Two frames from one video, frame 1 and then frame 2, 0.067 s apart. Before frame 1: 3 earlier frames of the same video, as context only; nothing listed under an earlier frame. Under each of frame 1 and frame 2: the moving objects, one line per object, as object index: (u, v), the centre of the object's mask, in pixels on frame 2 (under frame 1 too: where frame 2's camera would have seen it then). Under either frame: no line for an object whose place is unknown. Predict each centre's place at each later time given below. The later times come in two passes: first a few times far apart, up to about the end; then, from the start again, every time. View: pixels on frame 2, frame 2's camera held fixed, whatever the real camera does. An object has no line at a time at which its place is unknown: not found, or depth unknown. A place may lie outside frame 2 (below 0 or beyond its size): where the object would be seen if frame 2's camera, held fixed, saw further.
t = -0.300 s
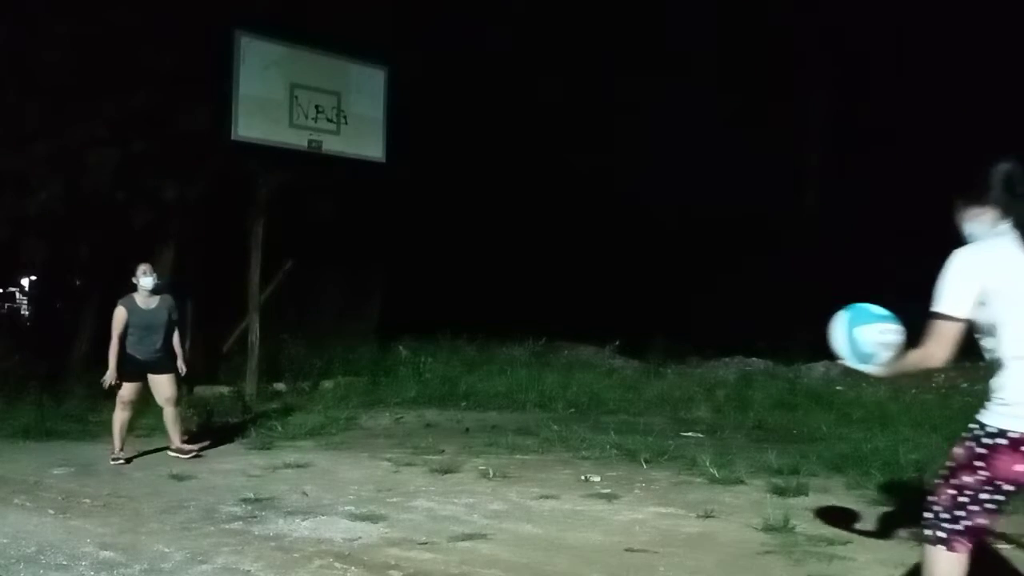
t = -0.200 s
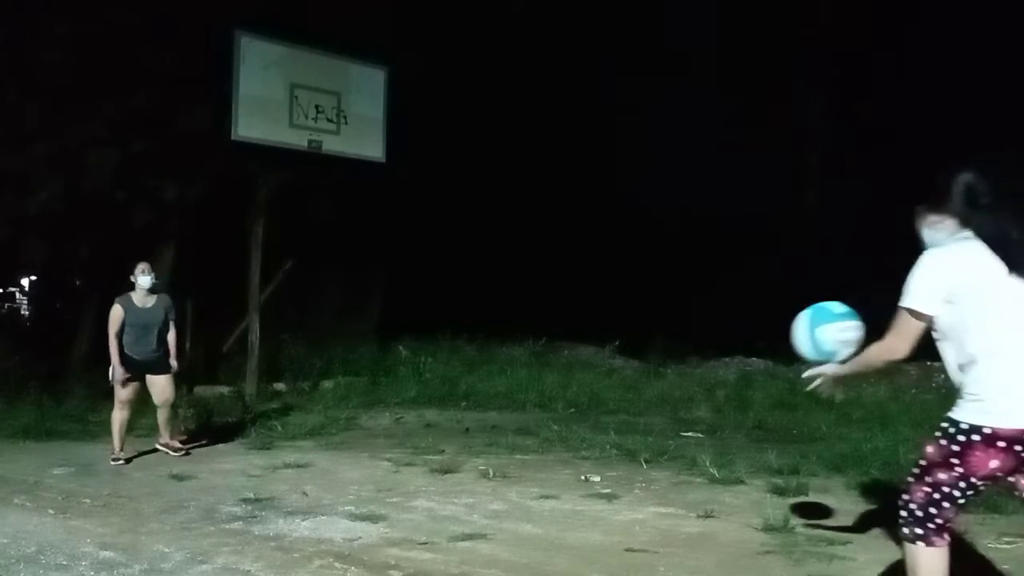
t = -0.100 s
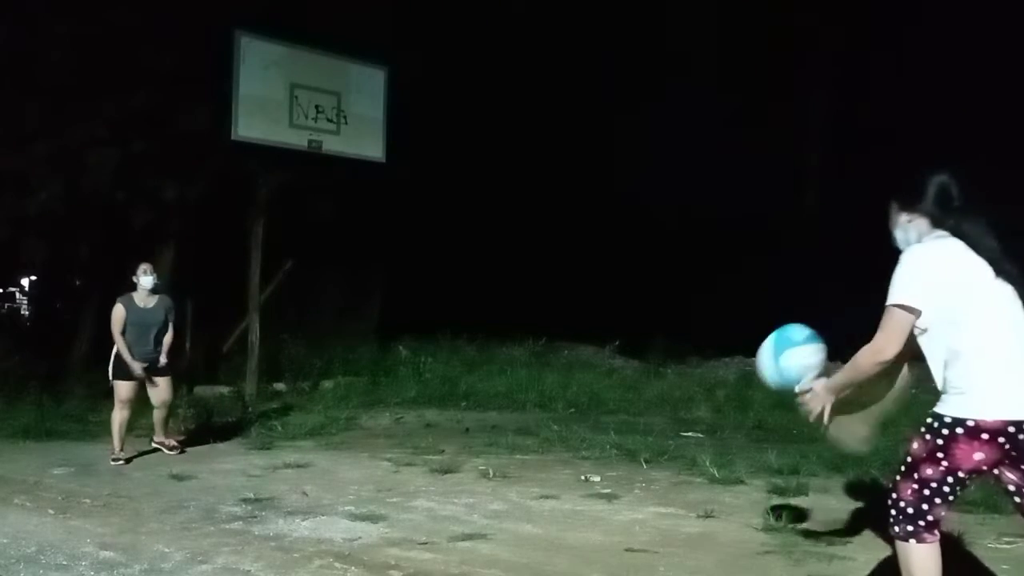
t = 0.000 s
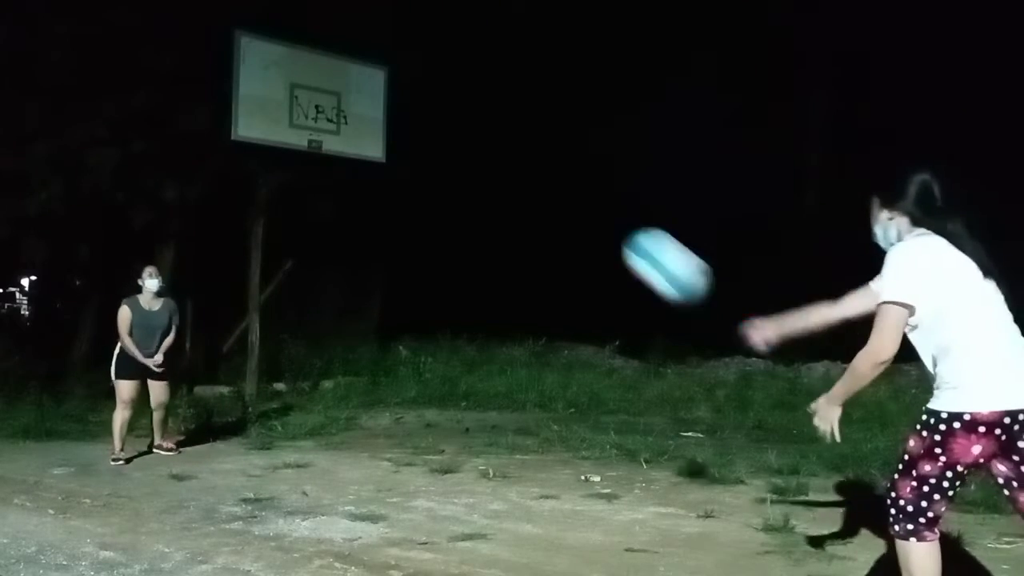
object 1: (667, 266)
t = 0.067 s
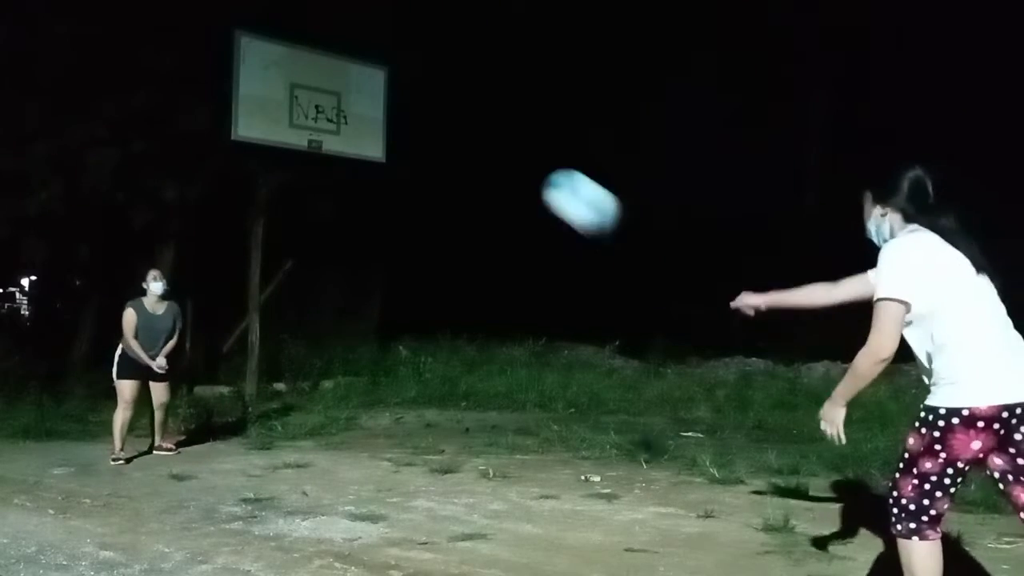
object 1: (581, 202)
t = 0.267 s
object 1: (390, 105)
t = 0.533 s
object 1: (225, 121)
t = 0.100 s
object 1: (543, 177)
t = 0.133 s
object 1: (508, 155)
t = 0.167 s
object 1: (474, 138)
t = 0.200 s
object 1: (444, 124)
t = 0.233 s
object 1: (416, 113)
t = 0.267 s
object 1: (390, 105)
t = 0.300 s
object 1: (365, 99)
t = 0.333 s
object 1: (341, 96)
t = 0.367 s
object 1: (319, 96)
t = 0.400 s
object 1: (297, 97)
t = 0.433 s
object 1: (277, 101)
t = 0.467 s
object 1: (259, 106)
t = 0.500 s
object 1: (241, 113)
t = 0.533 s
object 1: (225, 121)
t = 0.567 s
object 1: (208, 131)
